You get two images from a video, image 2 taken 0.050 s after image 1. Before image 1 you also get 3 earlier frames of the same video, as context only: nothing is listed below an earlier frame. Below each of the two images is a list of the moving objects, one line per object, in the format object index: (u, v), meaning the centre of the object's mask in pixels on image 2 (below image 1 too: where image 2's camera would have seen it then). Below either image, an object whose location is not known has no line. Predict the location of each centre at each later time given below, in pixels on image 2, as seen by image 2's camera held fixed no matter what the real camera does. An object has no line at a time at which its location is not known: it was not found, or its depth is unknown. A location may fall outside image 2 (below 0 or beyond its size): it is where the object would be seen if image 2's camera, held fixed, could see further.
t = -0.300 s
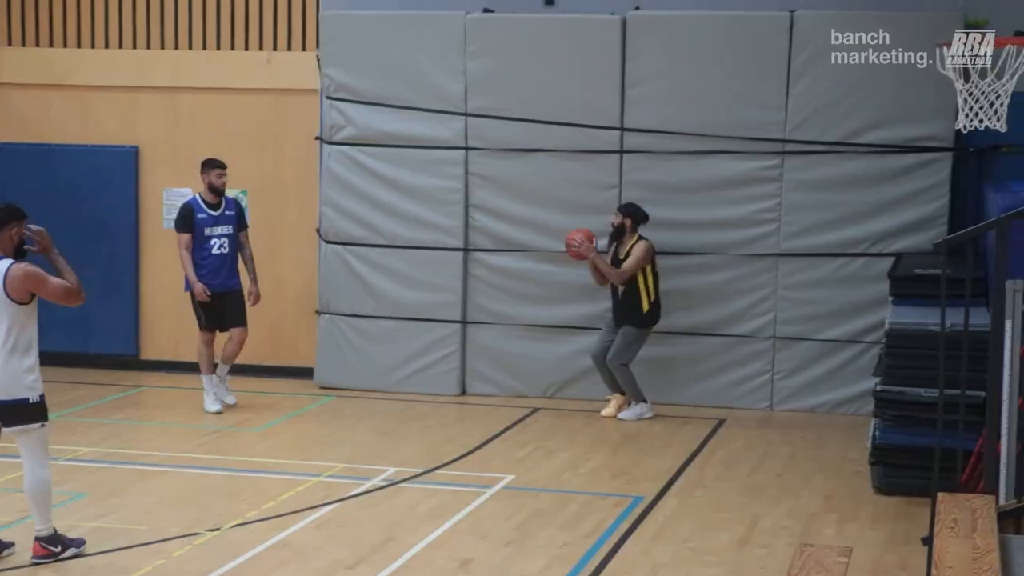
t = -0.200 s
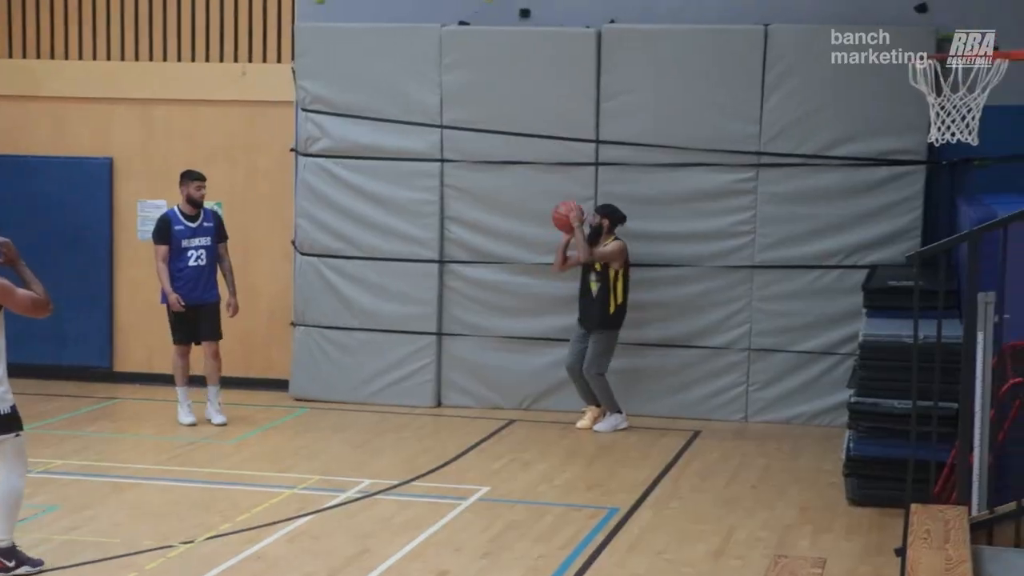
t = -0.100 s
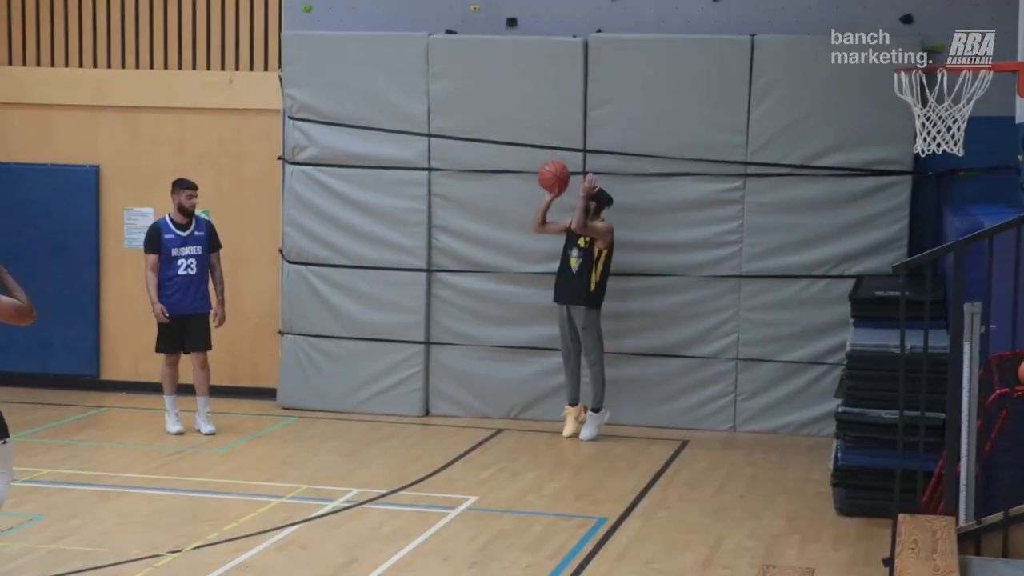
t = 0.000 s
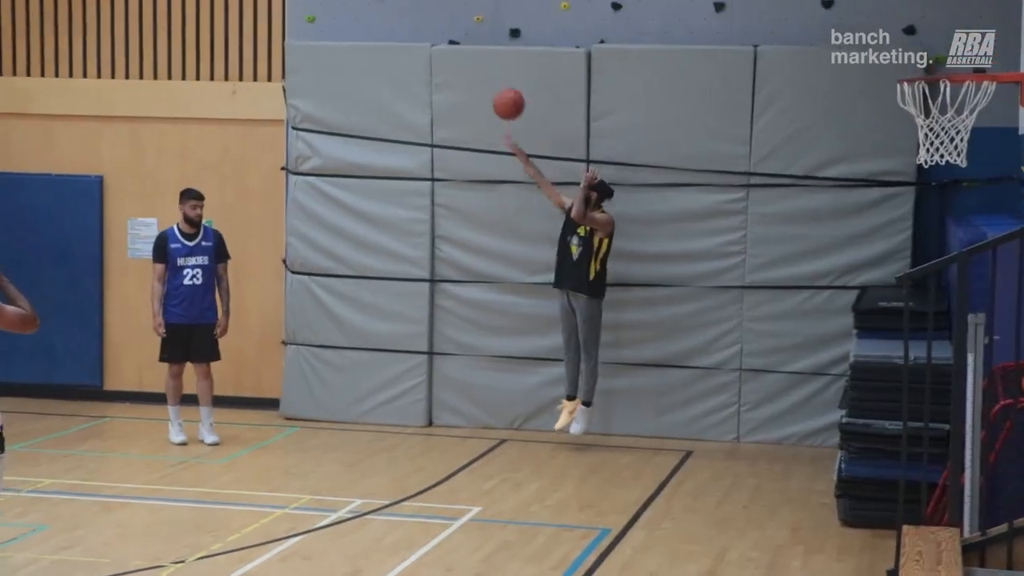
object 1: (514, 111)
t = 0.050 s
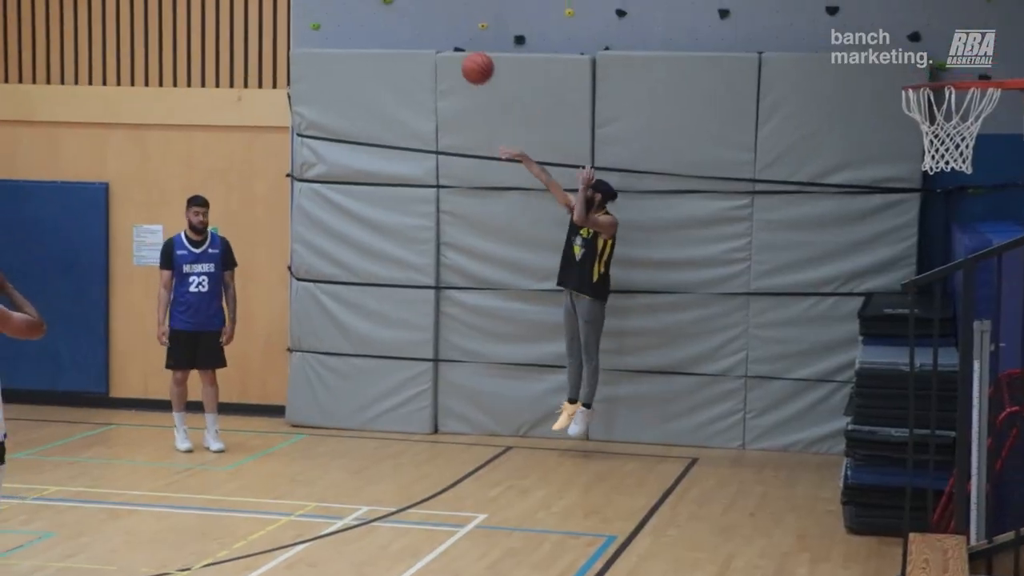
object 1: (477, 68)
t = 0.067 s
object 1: (465, 54)
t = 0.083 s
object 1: (453, 41)
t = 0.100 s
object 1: (440, 28)
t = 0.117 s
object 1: (428, 15)
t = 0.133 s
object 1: (415, 2)
